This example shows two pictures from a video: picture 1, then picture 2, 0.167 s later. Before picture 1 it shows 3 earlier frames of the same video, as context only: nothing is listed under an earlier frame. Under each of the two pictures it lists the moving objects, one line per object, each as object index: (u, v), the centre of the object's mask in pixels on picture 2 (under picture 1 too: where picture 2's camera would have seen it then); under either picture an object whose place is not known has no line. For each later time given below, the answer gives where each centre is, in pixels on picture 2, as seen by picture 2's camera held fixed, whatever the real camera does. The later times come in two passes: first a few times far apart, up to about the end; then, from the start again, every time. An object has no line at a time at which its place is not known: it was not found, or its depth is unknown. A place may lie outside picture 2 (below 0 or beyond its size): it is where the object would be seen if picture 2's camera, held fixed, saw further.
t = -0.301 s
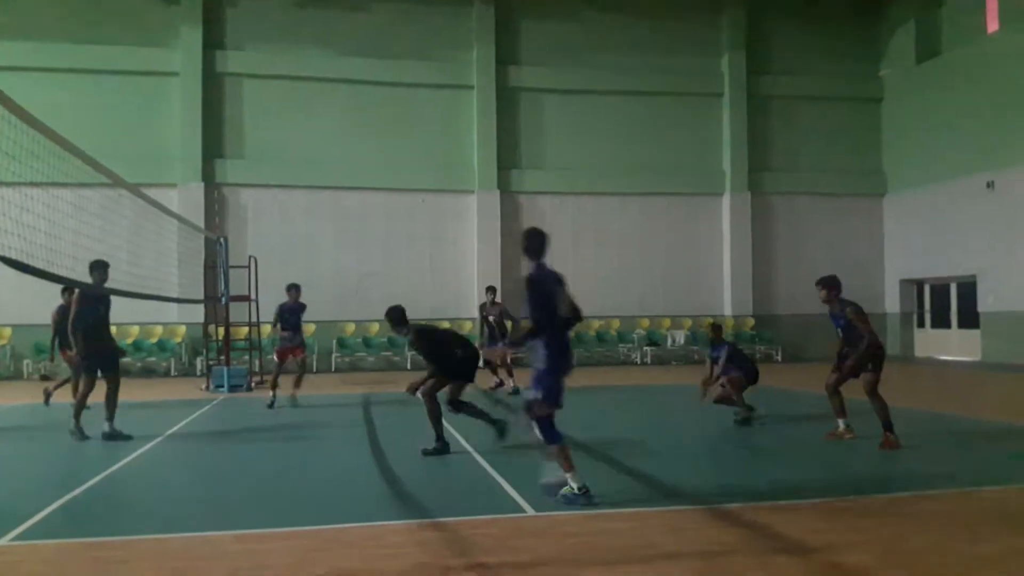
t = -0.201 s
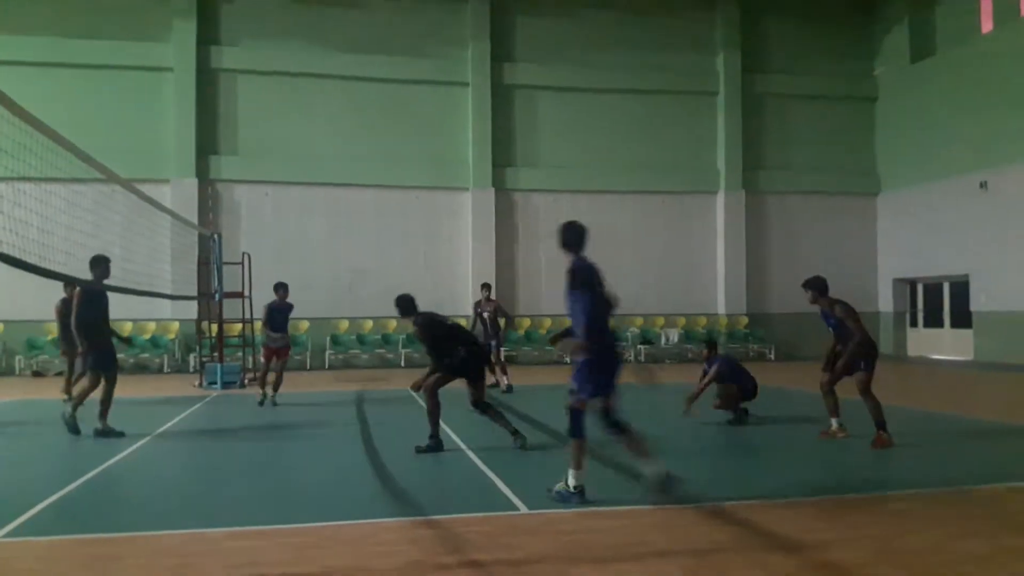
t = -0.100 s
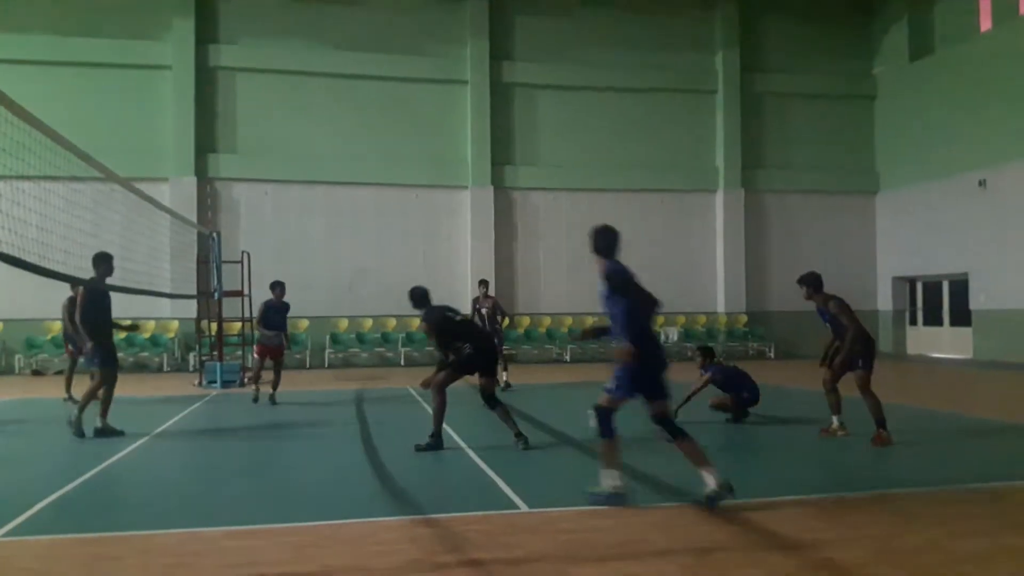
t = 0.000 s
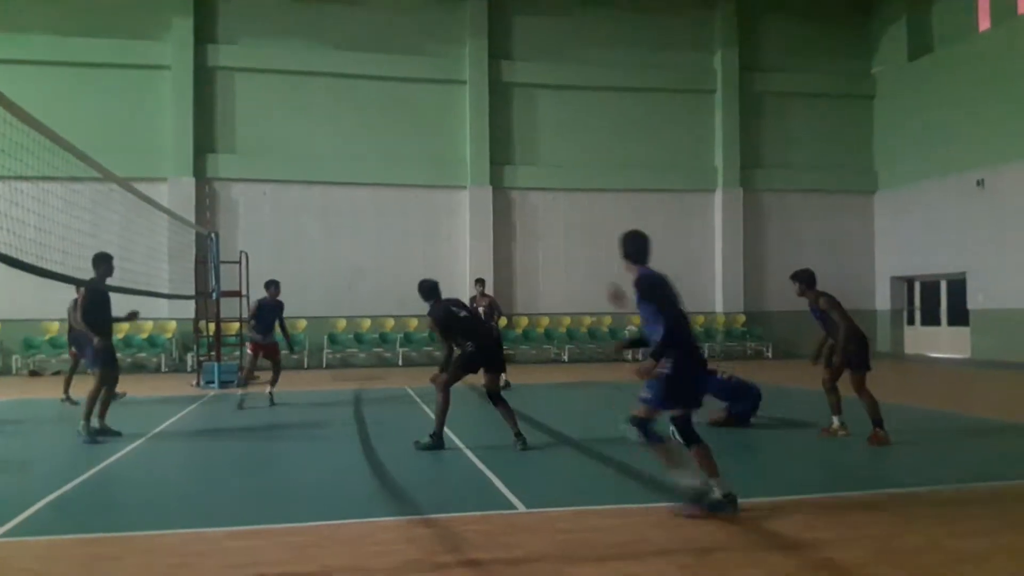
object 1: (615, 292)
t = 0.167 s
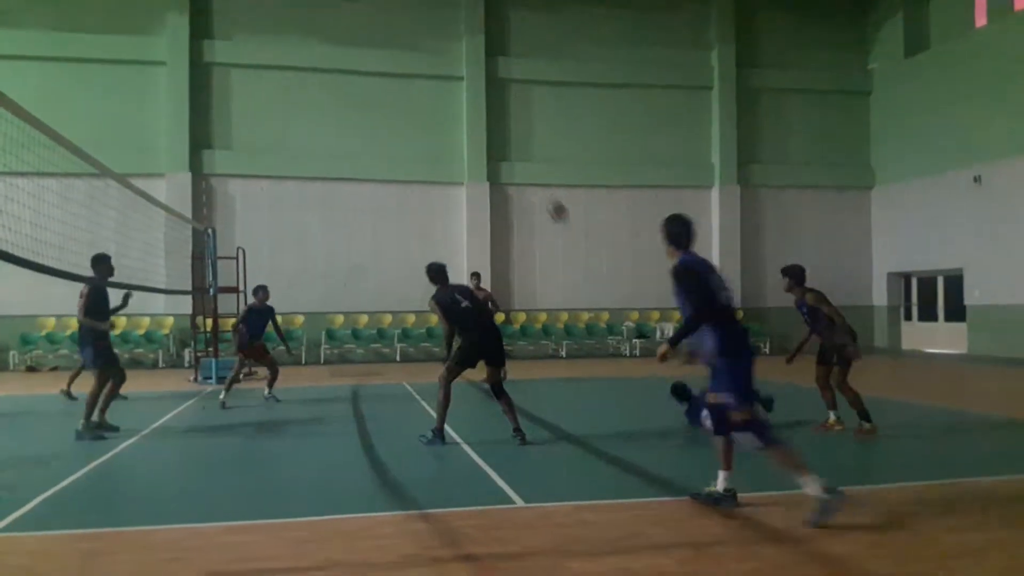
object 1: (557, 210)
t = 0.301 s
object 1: (513, 163)
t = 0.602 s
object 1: (423, 112)
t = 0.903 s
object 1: (338, 136)
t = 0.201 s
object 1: (547, 196)
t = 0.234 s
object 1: (537, 184)
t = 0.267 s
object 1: (527, 175)
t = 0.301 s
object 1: (513, 163)
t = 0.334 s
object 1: (499, 153)
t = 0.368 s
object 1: (488, 145)
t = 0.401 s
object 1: (480, 137)
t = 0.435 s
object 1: (471, 130)
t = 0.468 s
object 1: (462, 124)
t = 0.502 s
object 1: (451, 120)
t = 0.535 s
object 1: (442, 116)
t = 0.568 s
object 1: (432, 114)
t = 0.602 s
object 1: (423, 112)
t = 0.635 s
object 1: (413, 111)
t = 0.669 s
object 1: (404, 111)
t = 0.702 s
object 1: (394, 112)
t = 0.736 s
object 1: (384, 113)
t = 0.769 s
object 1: (374, 116)
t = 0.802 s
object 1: (366, 120)
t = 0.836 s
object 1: (356, 125)
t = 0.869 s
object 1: (347, 130)
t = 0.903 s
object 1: (338, 136)
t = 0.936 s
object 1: (329, 143)
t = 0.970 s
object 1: (320, 151)
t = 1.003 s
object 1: (311, 159)
